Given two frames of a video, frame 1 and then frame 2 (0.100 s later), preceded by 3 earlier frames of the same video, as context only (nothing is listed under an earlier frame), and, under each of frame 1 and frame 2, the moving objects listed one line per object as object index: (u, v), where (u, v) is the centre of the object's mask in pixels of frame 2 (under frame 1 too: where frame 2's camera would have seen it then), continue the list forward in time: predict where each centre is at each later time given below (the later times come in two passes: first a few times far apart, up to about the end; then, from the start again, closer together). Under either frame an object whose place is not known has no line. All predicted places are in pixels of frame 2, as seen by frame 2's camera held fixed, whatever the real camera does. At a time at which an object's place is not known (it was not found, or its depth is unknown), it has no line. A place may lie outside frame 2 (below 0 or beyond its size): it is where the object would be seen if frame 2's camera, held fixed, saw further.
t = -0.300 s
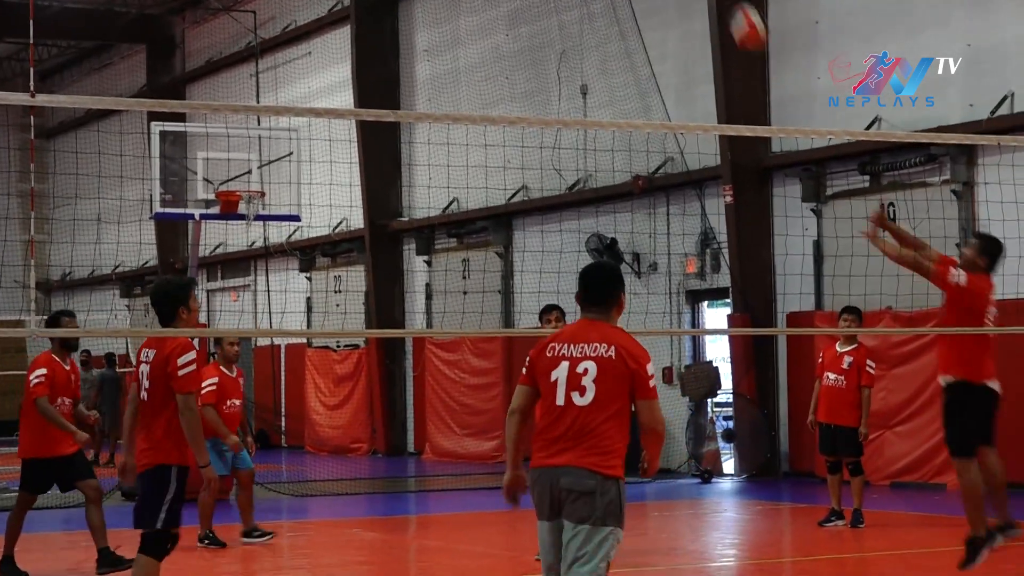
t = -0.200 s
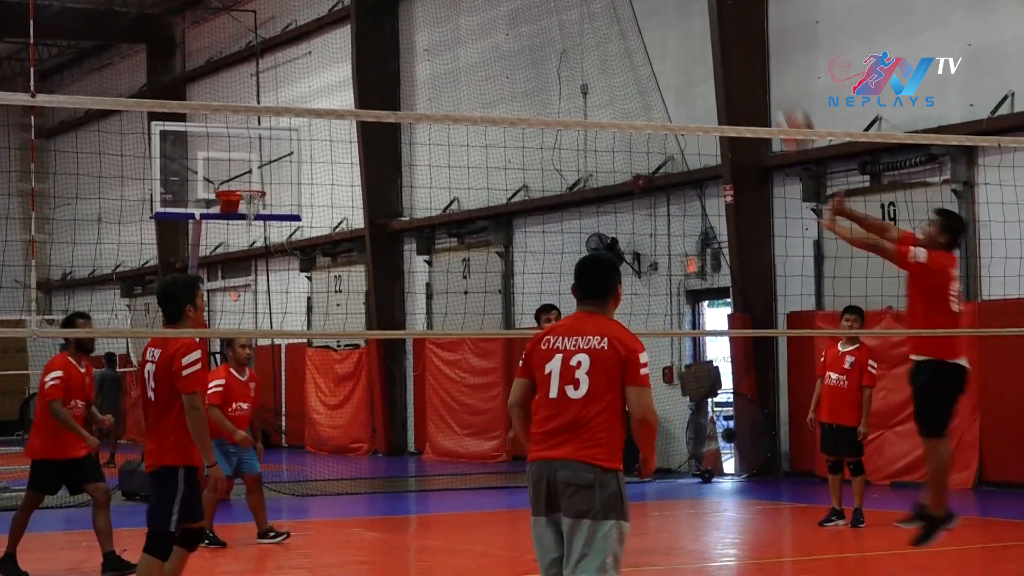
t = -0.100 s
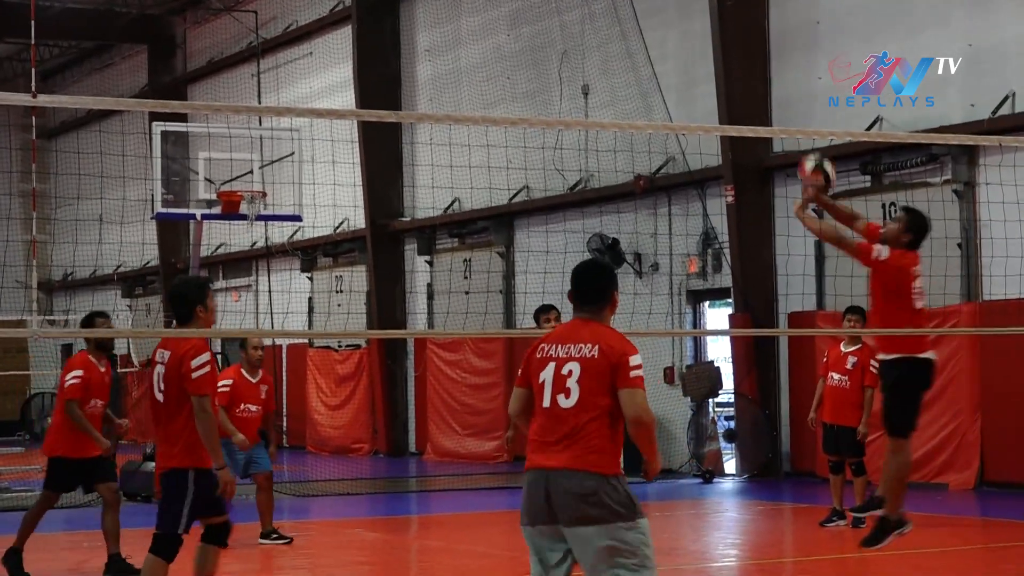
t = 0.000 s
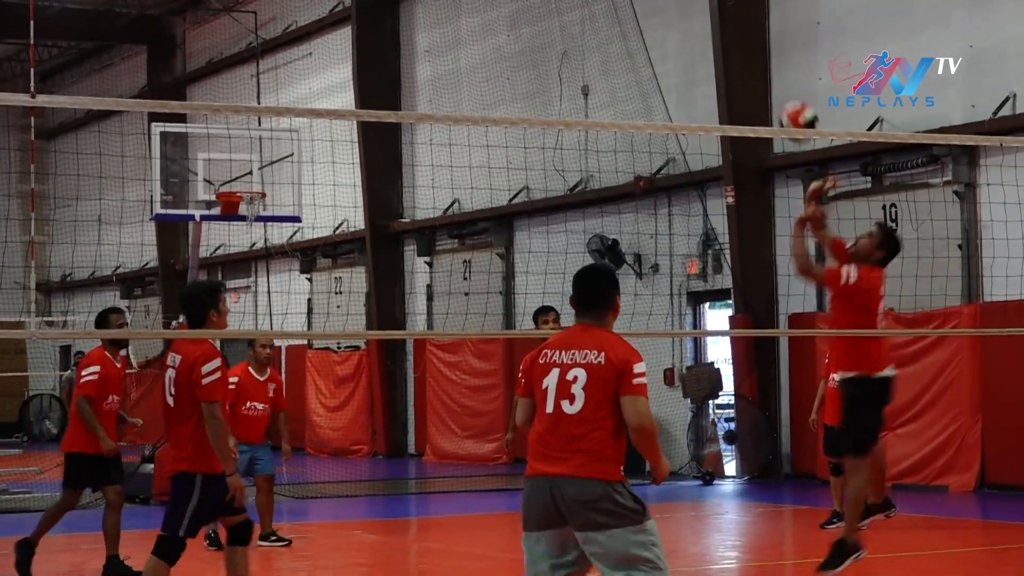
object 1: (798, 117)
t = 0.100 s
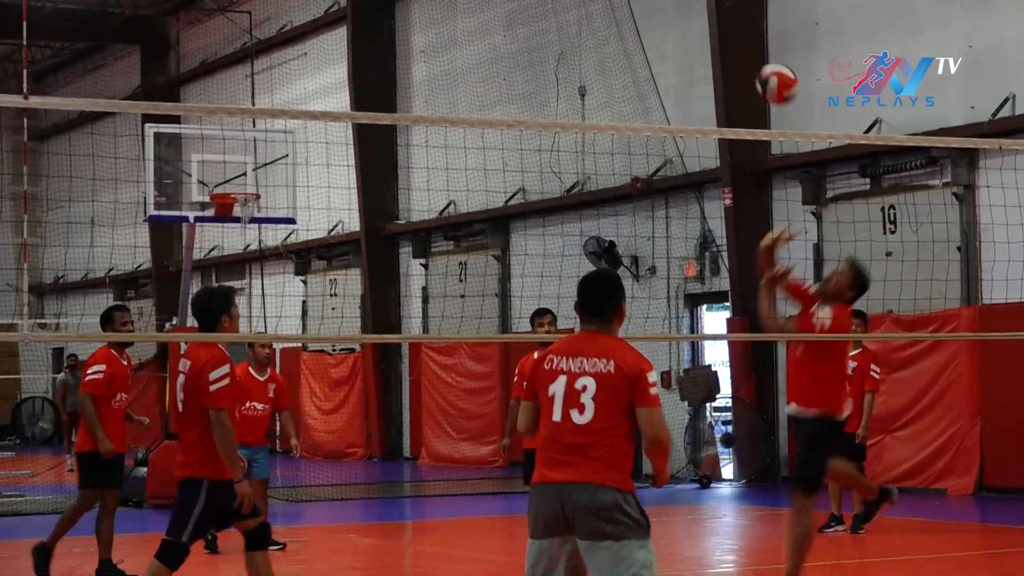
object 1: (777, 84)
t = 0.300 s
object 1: (737, 61)
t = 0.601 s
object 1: (678, 185)
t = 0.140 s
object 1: (769, 73)
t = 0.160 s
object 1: (765, 69)
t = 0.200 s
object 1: (757, 63)
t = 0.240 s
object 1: (749, 61)
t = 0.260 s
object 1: (745, 61)
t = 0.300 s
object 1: (737, 61)
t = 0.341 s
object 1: (730, 66)
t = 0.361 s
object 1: (726, 69)
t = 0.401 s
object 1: (719, 78)
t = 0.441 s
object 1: (711, 90)
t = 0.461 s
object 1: (707, 99)
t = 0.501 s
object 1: (698, 118)
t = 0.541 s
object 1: (689, 143)
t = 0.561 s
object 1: (685, 156)
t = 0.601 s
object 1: (678, 185)
